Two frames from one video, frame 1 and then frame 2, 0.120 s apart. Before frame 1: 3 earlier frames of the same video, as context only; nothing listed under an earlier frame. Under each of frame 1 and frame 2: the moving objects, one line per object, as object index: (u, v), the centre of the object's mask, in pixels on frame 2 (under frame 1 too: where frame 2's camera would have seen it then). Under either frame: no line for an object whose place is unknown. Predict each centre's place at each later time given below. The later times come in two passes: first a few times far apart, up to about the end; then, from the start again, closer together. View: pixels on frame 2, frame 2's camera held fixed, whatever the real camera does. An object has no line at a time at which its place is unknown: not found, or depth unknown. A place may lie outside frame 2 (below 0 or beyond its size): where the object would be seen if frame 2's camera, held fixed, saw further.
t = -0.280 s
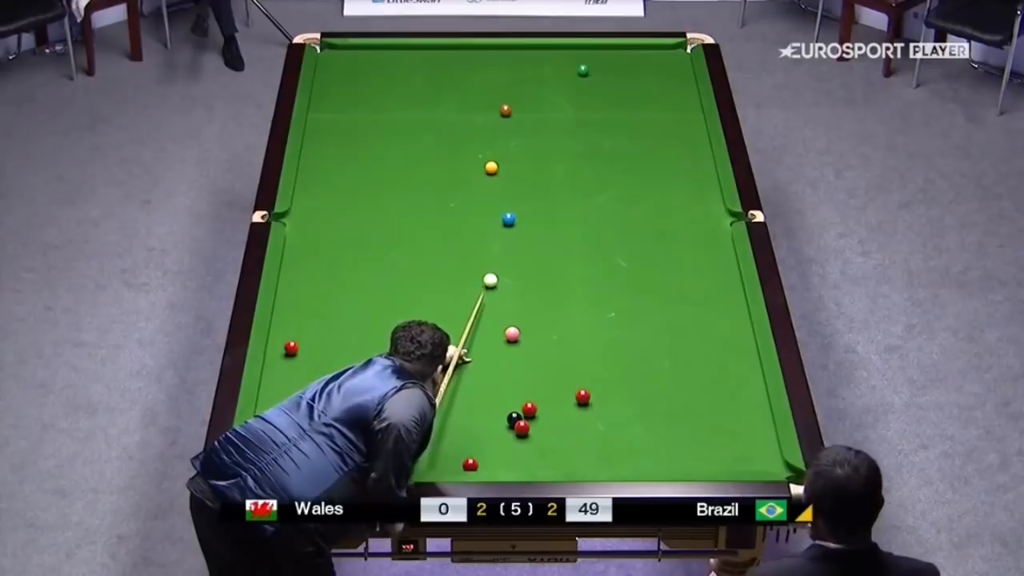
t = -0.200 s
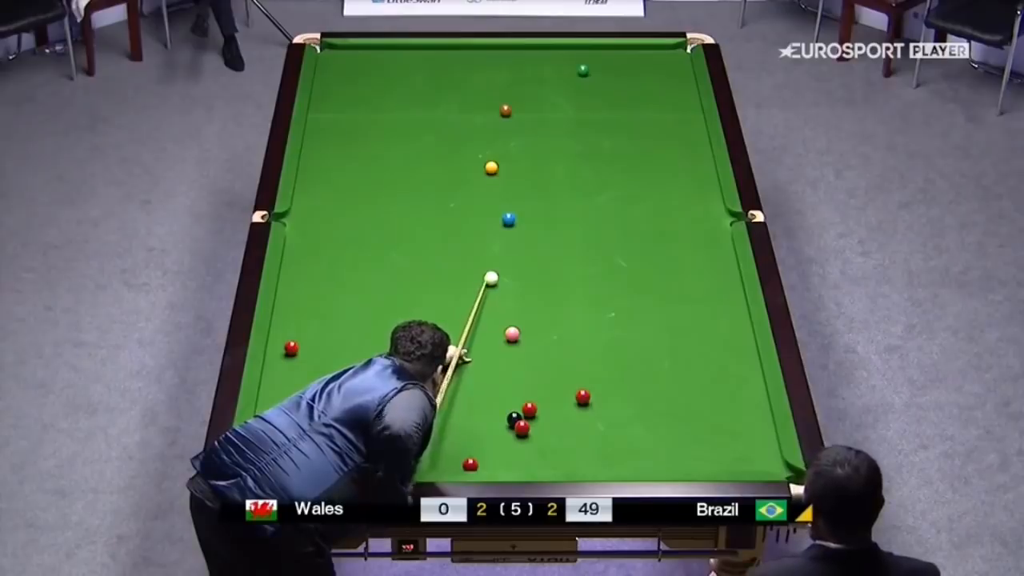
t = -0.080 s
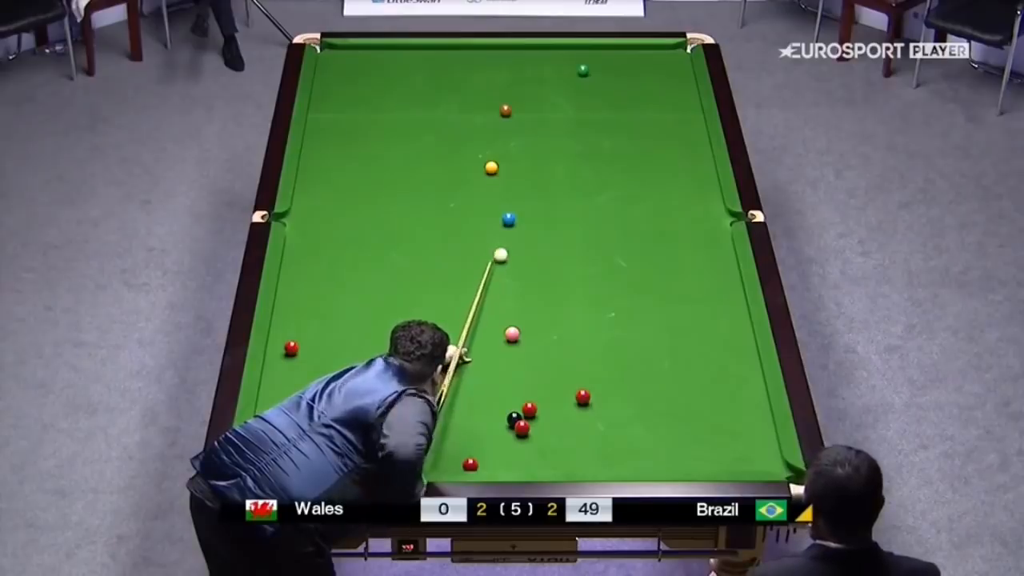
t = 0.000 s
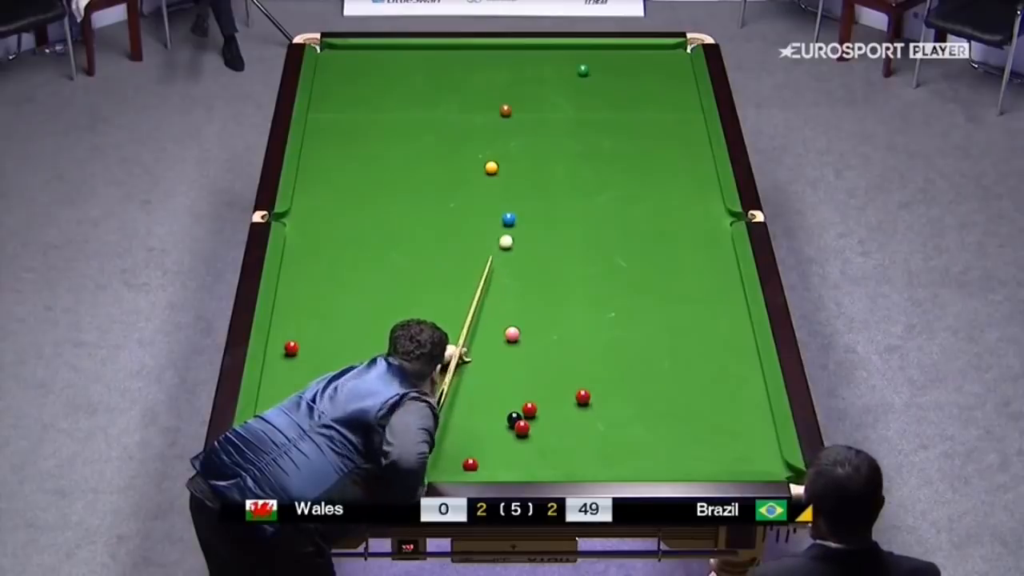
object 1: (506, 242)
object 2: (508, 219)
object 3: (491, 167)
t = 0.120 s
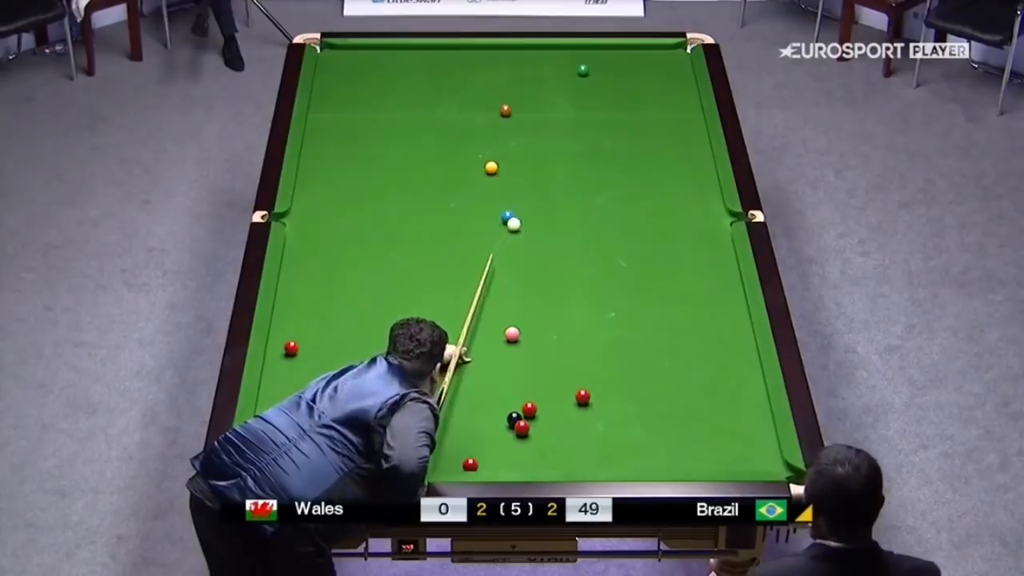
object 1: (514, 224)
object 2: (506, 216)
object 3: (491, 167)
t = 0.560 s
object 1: (560, 203)
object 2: (489, 177)
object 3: (492, 166)
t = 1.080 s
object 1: (608, 179)
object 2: (454, 161)
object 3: (504, 147)
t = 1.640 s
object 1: (653, 156)
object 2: (420, 147)
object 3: (516, 129)
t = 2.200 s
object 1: (693, 136)
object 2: (393, 137)
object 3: (526, 113)
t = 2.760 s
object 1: (681, 118)
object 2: (371, 128)
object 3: (534, 100)
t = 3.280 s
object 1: (659, 103)
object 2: (355, 121)
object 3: (540, 92)
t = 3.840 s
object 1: (639, 90)
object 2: (342, 116)
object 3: (544, 83)
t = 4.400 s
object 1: (623, 79)
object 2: (333, 113)
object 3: (546, 79)
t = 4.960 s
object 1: (611, 70)
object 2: (330, 111)
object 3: (547, 76)
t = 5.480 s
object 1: (602, 65)
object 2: (329, 111)
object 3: (547, 76)
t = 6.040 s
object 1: (596, 61)
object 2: (329, 111)
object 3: (547, 76)
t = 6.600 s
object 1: (594, 59)
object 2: (330, 111)
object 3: (547, 76)
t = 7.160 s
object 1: (593, 59)
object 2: (330, 111)
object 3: (547, 76)
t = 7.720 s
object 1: (593, 59)
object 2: (330, 111)
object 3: (547, 76)
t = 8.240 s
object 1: (593, 59)
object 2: (330, 111)
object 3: (547, 76)
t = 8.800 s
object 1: (593, 59)
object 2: (330, 111)
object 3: (547, 76)
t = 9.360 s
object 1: (593, 59)
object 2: (330, 111)
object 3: (547, 76)
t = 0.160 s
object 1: (518, 223)
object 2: (505, 212)
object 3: (491, 167)
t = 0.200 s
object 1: (523, 222)
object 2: (503, 208)
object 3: (491, 167)
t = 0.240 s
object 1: (527, 220)
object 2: (501, 204)
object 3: (491, 167)
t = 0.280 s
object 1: (531, 218)
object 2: (500, 200)
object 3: (491, 167)
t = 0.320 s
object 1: (536, 215)
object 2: (498, 197)
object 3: (491, 167)
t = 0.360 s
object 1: (540, 214)
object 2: (496, 193)
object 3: (491, 167)
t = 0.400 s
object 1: (544, 212)
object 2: (495, 190)
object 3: (491, 167)
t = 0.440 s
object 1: (548, 209)
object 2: (493, 187)
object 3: (491, 167)
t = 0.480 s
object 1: (552, 207)
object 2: (491, 184)
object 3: (491, 167)
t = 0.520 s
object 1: (556, 205)
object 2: (490, 180)
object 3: (491, 166)
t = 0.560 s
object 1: (560, 203)
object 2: (489, 177)
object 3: (492, 166)
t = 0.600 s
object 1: (564, 201)
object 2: (487, 174)
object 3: (493, 166)
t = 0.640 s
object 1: (567, 199)
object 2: (483, 173)
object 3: (493, 165)
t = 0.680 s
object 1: (571, 197)
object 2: (481, 172)
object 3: (494, 163)
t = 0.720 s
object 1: (575, 195)
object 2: (478, 171)
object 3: (495, 161)
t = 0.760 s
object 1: (579, 193)
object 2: (475, 169)
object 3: (496, 160)
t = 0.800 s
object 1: (583, 192)
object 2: (473, 168)
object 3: (497, 158)
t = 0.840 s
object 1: (586, 190)
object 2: (470, 167)
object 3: (498, 157)
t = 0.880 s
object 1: (590, 188)
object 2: (467, 166)
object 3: (499, 155)
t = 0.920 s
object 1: (593, 186)
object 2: (464, 165)
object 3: (500, 153)
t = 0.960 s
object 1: (597, 184)
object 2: (461, 164)
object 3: (501, 152)
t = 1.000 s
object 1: (601, 182)
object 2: (459, 163)
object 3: (502, 150)
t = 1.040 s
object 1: (604, 181)
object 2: (456, 162)
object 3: (503, 149)
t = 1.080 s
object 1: (608, 179)
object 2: (454, 161)
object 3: (504, 147)
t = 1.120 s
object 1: (611, 177)
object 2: (451, 160)
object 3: (505, 146)
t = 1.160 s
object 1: (615, 175)
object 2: (449, 159)
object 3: (506, 145)
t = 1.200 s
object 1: (618, 174)
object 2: (446, 158)
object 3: (507, 143)
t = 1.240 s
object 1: (621, 172)
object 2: (444, 156)
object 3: (508, 142)
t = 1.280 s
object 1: (625, 170)
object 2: (441, 155)
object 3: (509, 141)
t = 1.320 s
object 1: (628, 169)
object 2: (439, 155)
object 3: (510, 139)
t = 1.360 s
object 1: (631, 167)
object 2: (437, 154)
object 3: (510, 138)
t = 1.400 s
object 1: (634, 165)
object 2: (434, 153)
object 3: (511, 136)
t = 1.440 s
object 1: (638, 164)
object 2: (432, 152)
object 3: (512, 135)
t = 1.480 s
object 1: (641, 162)
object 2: (429, 151)
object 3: (513, 134)
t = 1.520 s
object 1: (644, 161)
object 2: (427, 150)
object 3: (514, 133)
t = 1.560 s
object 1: (647, 159)
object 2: (425, 149)
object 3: (515, 131)
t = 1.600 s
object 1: (650, 157)
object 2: (423, 148)
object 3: (515, 130)
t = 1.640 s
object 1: (653, 156)
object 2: (420, 147)
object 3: (516, 129)
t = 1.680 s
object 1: (656, 155)
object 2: (418, 147)
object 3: (517, 128)
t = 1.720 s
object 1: (659, 153)
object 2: (416, 146)
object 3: (518, 126)
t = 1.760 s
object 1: (662, 151)
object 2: (414, 145)
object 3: (519, 125)
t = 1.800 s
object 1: (665, 150)
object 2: (412, 144)
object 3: (519, 124)
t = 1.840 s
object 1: (668, 149)
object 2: (410, 143)
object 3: (520, 123)
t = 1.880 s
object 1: (671, 147)
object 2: (408, 142)
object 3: (521, 122)
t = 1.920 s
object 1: (674, 146)
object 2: (406, 142)
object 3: (522, 120)
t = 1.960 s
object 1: (677, 144)
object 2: (404, 141)
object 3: (522, 119)
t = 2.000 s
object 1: (679, 143)
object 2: (402, 140)
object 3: (523, 118)
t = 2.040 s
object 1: (682, 142)
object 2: (401, 139)
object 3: (524, 117)
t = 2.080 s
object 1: (685, 140)
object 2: (399, 139)
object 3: (524, 116)
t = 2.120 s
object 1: (688, 139)
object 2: (397, 138)
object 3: (525, 115)
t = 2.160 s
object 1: (690, 138)
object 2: (395, 137)
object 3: (526, 114)
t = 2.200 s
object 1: (693, 136)
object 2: (393, 137)
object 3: (526, 113)
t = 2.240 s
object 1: (696, 135)
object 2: (392, 136)
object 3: (527, 112)
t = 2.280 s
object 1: (698, 134)
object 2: (390, 135)
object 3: (528, 111)
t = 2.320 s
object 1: (701, 132)
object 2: (388, 134)
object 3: (529, 110)
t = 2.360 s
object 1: (701, 131)
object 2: (387, 133)
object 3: (529, 109)
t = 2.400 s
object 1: (699, 130)
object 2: (385, 133)
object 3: (530, 108)
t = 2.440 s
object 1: (697, 129)
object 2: (383, 132)
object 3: (530, 108)
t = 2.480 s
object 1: (695, 127)
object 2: (382, 132)
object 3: (531, 107)
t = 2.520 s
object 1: (693, 126)
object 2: (380, 131)
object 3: (531, 106)
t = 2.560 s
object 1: (691, 124)
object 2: (378, 130)
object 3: (532, 105)
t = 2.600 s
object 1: (689, 123)
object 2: (377, 130)
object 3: (532, 104)
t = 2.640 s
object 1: (687, 122)
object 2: (376, 129)
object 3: (533, 103)
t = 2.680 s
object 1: (685, 121)
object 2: (374, 129)
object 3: (533, 102)
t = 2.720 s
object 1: (683, 119)
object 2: (373, 128)
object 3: (534, 101)
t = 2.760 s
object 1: (681, 118)
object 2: (371, 128)
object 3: (534, 100)
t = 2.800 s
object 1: (680, 117)
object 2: (370, 127)
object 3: (535, 100)
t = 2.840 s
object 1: (678, 116)
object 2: (369, 127)
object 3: (535, 99)
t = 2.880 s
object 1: (676, 114)
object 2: (367, 126)
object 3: (536, 98)
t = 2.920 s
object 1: (674, 113)
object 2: (366, 125)
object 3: (536, 98)
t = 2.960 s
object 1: (672, 112)
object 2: (364, 125)
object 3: (537, 97)
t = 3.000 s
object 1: (671, 111)
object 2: (363, 124)
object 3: (537, 96)
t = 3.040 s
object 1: (669, 110)
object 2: (362, 124)
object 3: (538, 96)
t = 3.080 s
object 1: (667, 109)
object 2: (361, 124)
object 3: (538, 95)
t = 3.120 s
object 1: (666, 108)
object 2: (360, 123)
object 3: (538, 94)
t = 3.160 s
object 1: (664, 106)
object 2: (358, 122)
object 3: (539, 94)
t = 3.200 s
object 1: (662, 105)
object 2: (357, 122)
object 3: (539, 93)
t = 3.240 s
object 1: (661, 104)
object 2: (356, 122)
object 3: (540, 92)
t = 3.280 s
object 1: (659, 103)
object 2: (355, 121)
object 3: (540, 92)
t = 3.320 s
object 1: (658, 102)
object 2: (354, 121)
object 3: (541, 91)
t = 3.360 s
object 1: (656, 101)
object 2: (353, 121)
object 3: (541, 90)
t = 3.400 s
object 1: (655, 100)
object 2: (352, 120)
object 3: (541, 90)
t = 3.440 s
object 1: (653, 99)
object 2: (351, 120)
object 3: (542, 89)
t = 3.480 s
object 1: (652, 98)
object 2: (350, 119)
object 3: (542, 88)
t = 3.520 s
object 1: (650, 97)
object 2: (349, 119)
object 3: (542, 88)
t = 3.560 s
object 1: (649, 96)
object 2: (348, 119)
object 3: (542, 87)
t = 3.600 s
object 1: (647, 95)
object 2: (347, 118)
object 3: (543, 87)
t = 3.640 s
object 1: (646, 94)
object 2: (346, 118)
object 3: (543, 86)
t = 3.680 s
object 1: (645, 93)
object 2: (345, 118)
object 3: (543, 86)
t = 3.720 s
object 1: (643, 92)
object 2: (345, 117)
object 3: (543, 85)
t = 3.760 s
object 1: (642, 92)
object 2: (344, 117)
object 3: (544, 85)
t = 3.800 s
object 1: (641, 91)
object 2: (343, 117)
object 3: (544, 84)
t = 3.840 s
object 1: (639, 90)
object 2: (342, 116)
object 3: (544, 83)
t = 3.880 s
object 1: (638, 89)
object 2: (341, 116)
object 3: (544, 83)
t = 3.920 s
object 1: (637, 88)
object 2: (341, 115)
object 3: (544, 83)
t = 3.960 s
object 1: (636, 87)
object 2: (340, 115)
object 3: (545, 82)
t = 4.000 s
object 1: (635, 87)
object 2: (339, 115)
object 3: (545, 82)
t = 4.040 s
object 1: (633, 86)
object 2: (338, 115)
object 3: (545, 82)
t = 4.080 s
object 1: (632, 85)
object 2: (338, 115)
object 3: (545, 81)
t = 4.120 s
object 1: (631, 84)
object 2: (337, 114)
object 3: (545, 81)
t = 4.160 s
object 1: (630, 83)
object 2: (337, 114)
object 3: (545, 80)
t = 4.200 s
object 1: (629, 83)
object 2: (336, 114)
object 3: (546, 80)
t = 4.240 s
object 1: (628, 82)
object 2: (335, 113)
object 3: (546, 80)
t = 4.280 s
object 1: (626, 81)
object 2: (335, 113)
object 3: (546, 79)
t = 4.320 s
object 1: (625, 80)
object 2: (334, 113)
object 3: (546, 79)
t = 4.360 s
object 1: (624, 80)
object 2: (334, 113)
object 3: (546, 79)
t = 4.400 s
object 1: (623, 79)
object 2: (333, 113)
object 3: (546, 79)
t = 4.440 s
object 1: (622, 78)
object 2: (333, 113)
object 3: (546, 79)
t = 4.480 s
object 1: (621, 78)
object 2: (332, 112)
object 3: (547, 78)
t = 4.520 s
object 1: (620, 77)
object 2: (332, 112)
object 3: (546, 78)
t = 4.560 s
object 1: (620, 76)
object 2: (332, 112)
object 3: (547, 78)
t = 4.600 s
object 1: (619, 76)
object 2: (332, 112)
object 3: (547, 78)
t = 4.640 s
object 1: (618, 75)
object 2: (331, 112)
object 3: (547, 77)
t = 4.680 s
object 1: (617, 74)
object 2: (331, 112)
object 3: (547, 77)
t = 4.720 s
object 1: (616, 74)
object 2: (331, 111)
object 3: (547, 77)
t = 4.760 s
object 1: (615, 73)
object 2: (331, 111)
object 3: (547, 77)
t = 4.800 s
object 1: (614, 73)
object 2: (330, 111)
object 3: (547, 77)
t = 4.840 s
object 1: (613, 72)
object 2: (330, 111)
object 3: (547, 76)
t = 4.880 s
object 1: (612, 72)
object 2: (330, 111)
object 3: (547, 76)
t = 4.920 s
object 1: (612, 71)
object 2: (330, 111)
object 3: (547, 76)
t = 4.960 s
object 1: (611, 70)
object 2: (330, 111)
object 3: (547, 76)
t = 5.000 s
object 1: (610, 70)
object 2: (330, 111)
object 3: (547, 76)
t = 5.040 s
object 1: (609, 69)
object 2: (330, 111)
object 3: (547, 76)
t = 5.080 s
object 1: (609, 69)
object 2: (330, 111)
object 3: (547, 76)
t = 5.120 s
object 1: (608, 69)
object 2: (330, 111)
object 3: (547, 76)
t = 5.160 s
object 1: (607, 68)
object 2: (330, 111)
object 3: (547, 76)
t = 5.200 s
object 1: (607, 68)
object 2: (330, 111)
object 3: (547, 76)
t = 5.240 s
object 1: (606, 67)
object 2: (329, 111)
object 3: (547, 76)
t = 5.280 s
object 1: (605, 67)
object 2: (329, 111)
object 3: (547, 76)
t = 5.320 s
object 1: (605, 66)
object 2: (329, 111)
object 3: (547, 76)
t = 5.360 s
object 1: (604, 66)
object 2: (329, 111)
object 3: (547, 76)
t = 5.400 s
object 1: (604, 66)
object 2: (329, 111)
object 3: (547, 76)
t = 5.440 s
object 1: (603, 65)
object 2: (329, 111)
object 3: (547, 76)
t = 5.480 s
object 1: (602, 65)
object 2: (329, 111)
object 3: (547, 76)
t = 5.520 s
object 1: (602, 64)
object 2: (329, 111)
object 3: (547, 76)
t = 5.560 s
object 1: (601, 64)
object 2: (329, 111)
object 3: (547, 76)
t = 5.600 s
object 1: (601, 64)
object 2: (329, 111)
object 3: (547, 76)
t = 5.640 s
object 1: (600, 63)
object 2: (329, 111)
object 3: (547, 76)
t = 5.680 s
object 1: (600, 63)
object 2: (329, 111)
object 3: (547, 76)
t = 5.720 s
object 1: (599, 63)
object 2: (329, 111)
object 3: (547, 76)
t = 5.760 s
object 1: (599, 62)
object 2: (329, 111)
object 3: (547, 76)
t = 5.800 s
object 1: (599, 62)
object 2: (329, 111)
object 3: (547, 76)
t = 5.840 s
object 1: (598, 62)
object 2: (330, 111)
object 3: (547, 76)
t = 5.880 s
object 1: (598, 62)
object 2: (329, 111)
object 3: (547, 76)
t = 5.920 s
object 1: (597, 61)
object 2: (330, 111)
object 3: (547, 76)
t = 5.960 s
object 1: (597, 61)
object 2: (330, 111)
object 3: (547, 76)
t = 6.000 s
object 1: (597, 61)
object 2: (330, 111)
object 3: (547, 76)
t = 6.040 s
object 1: (596, 61)
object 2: (329, 111)
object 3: (547, 76)
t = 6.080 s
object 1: (596, 60)
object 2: (329, 111)
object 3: (547, 76)
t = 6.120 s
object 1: (596, 60)
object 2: (330, 110)
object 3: (547, 76)
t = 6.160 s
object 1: (596, 60)
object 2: (330, 111)
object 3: (547, 76)
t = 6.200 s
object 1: (595, 60)
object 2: (330, 111)
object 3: (547, 76)
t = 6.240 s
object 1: (595, 60)
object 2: (330, 110)
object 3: (547, 76)
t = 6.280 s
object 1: (595, 60)
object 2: (330, 111)
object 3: (547, 76)
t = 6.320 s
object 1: (595, 59)
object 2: (330, 110)
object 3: (547, 76)
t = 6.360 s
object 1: (594, 59)
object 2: (330, 111)
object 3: (547, 76)
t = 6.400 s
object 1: (594, 59)
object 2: (330, 111)
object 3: (547, 76)
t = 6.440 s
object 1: (594, 59)
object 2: (330, 111)
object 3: (547, 76)
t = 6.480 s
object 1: (594, 59)
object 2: (330, 111)
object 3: (547, 76)
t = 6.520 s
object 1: (594, 59)
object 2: (330, 111)
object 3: (547, 76)
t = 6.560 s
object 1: (594, 59)
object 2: (330, 111)
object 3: (547, 76)
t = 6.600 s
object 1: (594, 59)
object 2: (330, 111)
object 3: (547, 76)
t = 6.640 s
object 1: (593, 59)
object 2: (330, 110)
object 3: (547, 76)
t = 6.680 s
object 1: (593, 59)
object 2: (330, 111)
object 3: (547, 76)
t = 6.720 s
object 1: (593, 59)
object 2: (330, 111)
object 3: (547, 76)
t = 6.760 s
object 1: (593, 59)
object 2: (330, 111)
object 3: (547, 76)
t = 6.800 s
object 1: (593, 59)
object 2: (330, 111)
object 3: (547, 76)
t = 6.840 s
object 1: (593, 59)
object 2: (330, 111)
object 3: (547, 76)
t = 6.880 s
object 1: (593, 59)
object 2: (330, 111)
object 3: (547, 76)
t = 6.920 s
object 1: (593, 59)
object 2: (330, 111)
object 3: (547, 76)
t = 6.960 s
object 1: (593, 59)
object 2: (330, 111)
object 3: (547, 76)
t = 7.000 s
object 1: (593, 59)
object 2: (330, 111)
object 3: (547, 76)
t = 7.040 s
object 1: (593, 59)
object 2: (330, 111)
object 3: (547, 76)
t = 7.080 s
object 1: (593, 59)
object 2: (330, 111)
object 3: (547, 76)
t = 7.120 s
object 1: (593, 59)
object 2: (330, 111)
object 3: (547, 76)
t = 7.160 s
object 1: (593, 59)
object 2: (330, 111)
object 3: (547, 76)
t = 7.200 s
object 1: (593, 59)
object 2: (330, 111)
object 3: (547, 76)
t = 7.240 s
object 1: (593, 59)
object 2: (330, 111)
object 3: (547, 76)
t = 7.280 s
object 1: (593, 59)
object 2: (330, 111)
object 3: (547, 76)
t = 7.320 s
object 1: (593, 59)
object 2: (330, 111)
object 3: (547, 76)
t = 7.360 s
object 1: (593, 59)
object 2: (330, 111)
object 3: (547, 76)
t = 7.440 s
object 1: (593, 59)
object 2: (330, 111)
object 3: (547, 76)
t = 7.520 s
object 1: (593, 59)
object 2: (330, 111)
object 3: (547, 76)
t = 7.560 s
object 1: (593, 59)
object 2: (330, 111)
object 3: (547, 76)
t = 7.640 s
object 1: (593, 59)
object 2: (330, 111)
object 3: (547, 76)
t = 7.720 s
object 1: (593, 59)
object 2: (330, 111)
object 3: (547, 76)
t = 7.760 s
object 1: (593, 59)
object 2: (330, 111)
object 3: (547, 76)
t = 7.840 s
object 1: (593, 59)
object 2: (330, 111)
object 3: (547, 76)
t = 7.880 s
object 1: (593, 59)
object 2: (330, 110)
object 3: (547, 76)
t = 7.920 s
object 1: (593, 59)
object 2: (330, 110)
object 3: (547, 76)
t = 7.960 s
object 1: (593, 59)
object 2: (330, 111)
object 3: (547, 76)
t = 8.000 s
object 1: (593, 59)
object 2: (330, 111)
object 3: (547, 76)
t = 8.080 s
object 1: (593, 59)
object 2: (330, 111)
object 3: (547, 76)
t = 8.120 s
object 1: (593, 59)
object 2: (330, 111)
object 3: (547, 76)
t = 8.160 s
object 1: (593, 59)
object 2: (330, 111)
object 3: (547, 76)
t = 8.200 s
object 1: (593, 59)
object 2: (330, 111)
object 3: (547, 76)
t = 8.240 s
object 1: (593, 59)
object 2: (330, 111)
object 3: (547, 76)
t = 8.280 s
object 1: (593, 59)
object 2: (330, 111)
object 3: (547, 76)
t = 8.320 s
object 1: (593, 59)
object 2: (330, 111)
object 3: (547, 76)
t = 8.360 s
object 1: (593, 59)
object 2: (330, 111)
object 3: (547, 76)
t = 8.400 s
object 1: (593, 59)
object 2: (330, 111)
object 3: (547, 76)
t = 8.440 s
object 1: (593, 59)
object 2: (330, 111)
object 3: (547, 76)
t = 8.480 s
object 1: (593, 59)
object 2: (330, 111)
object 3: (547, 76)
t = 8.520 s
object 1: (593, 59)
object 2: (330, 111)
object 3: (547, 76)
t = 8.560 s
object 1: (593, 59)
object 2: (330, 111)
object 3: (547, 76)
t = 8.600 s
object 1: (593, 59)
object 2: (330, 111)
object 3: (547, 76)
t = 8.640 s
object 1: (593, 59)
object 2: (330, 111)
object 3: (547, 76)
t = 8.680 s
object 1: (593, 59)
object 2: (330, 111)
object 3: (547, 76)
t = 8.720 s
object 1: (593, 59)
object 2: (330, 111)
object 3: (547, 76)
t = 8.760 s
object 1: (593, 59)
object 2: (330, 111)
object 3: (547, 76)
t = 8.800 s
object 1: (593, 59)
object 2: (330, 111)
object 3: (547, 76)
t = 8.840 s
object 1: (593, 59)
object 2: (330, 111)
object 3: (547, 76)
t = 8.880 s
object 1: (593, 59)
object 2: (330, 111)
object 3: (547, 76)
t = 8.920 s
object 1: (593, 59)
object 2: (330, 111)
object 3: (547, 76)
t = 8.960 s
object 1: (593, 59)
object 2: (330, 111)
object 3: (547, 76)
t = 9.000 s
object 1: (593, 59)
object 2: (330, 111)
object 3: (547, 76)
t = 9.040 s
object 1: (593, 59)
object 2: (330, 111)
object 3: (547, 76)
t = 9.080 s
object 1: (593, 59)
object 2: (330, 111)
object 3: (547, 76)
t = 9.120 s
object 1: (593, 59)
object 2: (330, 111)
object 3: (547, 76)
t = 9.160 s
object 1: (593, 59)
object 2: (330, 111)
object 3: (547, 76)
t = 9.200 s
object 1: (593, 59)
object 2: (330, 111)
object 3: (547, 76)
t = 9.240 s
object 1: (593, 59)
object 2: (330, 111)
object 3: (547, 76)
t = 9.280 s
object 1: (593, 59)
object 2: (330, 111)
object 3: (547, 76)
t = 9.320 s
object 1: (593, 59)
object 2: (330, 111)
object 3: (547, 76)
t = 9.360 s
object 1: (593, 59)
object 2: (330, 111)
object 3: (547, 76)
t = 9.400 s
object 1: (593, 59)
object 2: (330, 111)
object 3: (547, 76)
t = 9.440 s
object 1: (593, 59)
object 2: (330, 111)
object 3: (547, 76)
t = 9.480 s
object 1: (593, 59)
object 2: (330, 111)
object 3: (547, 76)
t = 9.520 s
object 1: (593, 59)
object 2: (330, 111)
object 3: (547, 76)
